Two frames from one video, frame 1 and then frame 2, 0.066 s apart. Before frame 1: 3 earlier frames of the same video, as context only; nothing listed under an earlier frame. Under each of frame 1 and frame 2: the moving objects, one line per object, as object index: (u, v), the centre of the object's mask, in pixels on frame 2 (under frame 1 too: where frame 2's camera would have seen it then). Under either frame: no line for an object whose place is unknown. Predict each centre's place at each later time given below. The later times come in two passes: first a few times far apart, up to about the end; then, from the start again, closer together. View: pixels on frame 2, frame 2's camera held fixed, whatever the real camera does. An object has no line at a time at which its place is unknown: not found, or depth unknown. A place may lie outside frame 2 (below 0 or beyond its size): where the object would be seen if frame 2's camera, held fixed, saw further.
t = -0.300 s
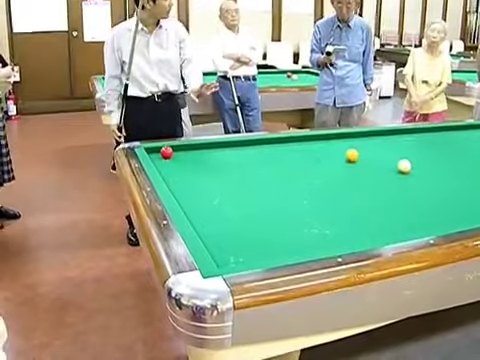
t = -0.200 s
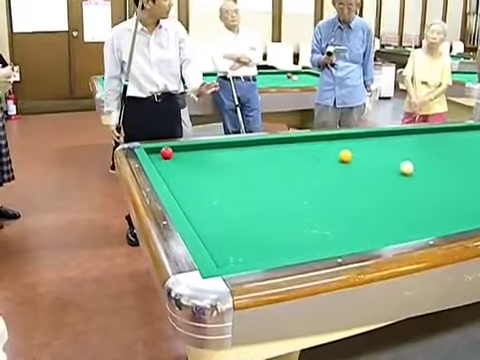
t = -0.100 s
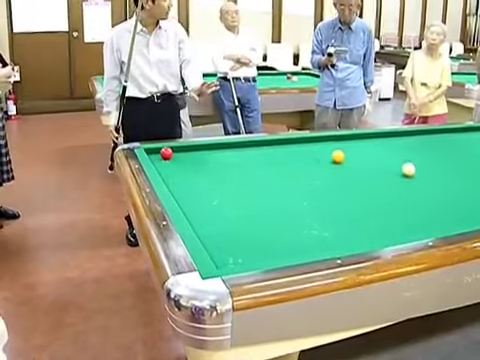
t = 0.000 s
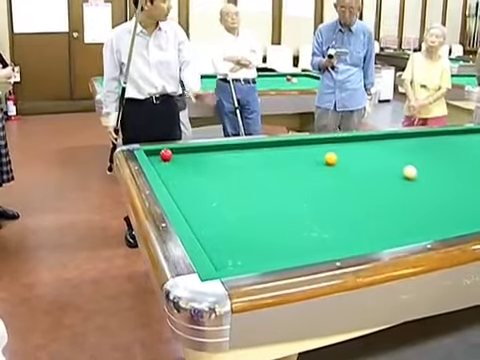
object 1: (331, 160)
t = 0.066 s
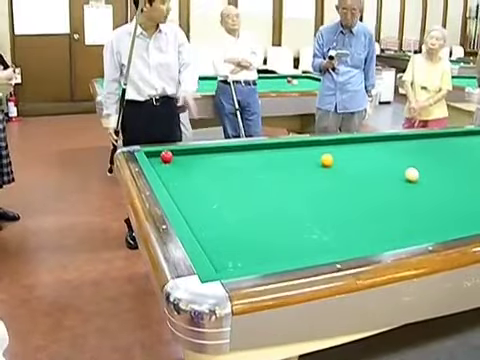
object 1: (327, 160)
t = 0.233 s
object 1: (316, 160)
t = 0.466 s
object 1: (302, 159)
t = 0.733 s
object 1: (286, 159)
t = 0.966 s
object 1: (274, 159)
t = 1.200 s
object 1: (261, 158)
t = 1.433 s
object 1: (250, 158)
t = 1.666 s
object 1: (240, 158)
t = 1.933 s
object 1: (229, 157)
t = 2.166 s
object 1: (220, 157)
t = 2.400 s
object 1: (212, 156)
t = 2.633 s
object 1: (205, 156)
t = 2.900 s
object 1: (198, 156)
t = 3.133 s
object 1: (192, 155)
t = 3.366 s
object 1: (187, 155)
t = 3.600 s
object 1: (183, 155)
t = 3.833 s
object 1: (179, 154)
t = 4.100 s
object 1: (177, 154)
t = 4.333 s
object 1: (175, 154)
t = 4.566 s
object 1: (175, 153)
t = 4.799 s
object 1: (175, 153)
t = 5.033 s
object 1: (175, 153)
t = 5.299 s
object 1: (175, 153)
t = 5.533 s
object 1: (175, 154)
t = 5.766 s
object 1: (175, 154)
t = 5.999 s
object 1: (175, 155)
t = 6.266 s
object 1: (176, 155)
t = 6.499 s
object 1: (176, 155)
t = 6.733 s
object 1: (176, 155)
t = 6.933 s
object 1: (176, 154)
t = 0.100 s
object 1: (325, 160)
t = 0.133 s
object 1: (322, 160)
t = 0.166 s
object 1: (320, 160)
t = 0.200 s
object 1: (318, 160)
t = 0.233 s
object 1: (316, 160)
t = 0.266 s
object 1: (314, 160)
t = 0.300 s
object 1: (312, 160)
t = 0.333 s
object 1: (310, 160)
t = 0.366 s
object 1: (308, 160)
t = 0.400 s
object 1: (306, 160)
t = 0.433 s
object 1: (304, 159)
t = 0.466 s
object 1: (302, 159)
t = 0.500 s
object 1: (300, 159)
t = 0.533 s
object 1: (298, 159)
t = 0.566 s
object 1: (296, 160)
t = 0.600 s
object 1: (294, 159)
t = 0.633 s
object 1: (292, 160)
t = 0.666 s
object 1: (290, 159)
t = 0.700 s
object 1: (288, 159)
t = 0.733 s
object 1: (286, 159)
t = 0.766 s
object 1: (285, 159)
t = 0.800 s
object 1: (283, 159)
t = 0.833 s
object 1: (281, 159)
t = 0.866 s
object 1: (279, 158)
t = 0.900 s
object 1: (277, 159)
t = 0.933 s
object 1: (276, 159)
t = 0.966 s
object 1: (274, 159)
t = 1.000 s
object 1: (272, 158)
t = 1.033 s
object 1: (271, 159)
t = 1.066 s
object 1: (269, 159)
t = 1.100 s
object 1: (267, 159)
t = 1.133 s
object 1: (265, 159)
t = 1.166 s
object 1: (264, 158)
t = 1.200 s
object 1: (261, 158)
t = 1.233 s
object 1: (261, 159)
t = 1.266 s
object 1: (258, 158)
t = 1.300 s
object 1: (258, 158)
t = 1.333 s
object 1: (256, 158)
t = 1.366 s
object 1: (254, 158)
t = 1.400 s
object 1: (253, 158)
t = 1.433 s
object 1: (250, 158)
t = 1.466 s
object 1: (249, 158)
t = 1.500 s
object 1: (248, 158)
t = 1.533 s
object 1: (246, 158)
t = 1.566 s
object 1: (245, 158)
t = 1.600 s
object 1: (243, 158)
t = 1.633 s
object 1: (242, 157)
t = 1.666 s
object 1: (240, 158)
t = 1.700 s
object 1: (238, 157)
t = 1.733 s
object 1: (237, 157)
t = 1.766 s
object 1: (236, 157)
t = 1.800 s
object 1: (235, 157)
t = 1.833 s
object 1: (233, 157)
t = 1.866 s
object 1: (232, 157)
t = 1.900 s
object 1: (230, 157)
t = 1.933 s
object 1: (229, 157)
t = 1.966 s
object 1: (227, 157)
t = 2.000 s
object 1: (226, 157)
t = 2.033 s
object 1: (225, 157)
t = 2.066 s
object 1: (224, 157)
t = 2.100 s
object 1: (223, 157)
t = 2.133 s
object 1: (221, 157)
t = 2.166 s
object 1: (220, 157)
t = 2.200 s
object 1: (219, 157)
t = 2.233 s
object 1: (218, 157)
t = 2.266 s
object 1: (217, 156)
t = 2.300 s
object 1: (215, 156)
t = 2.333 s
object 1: (214, 156)
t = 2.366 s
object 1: (213, 156)
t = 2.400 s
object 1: (212, 156)
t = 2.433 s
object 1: (211, 156)
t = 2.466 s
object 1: (210, 156)
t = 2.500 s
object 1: (209, 156)
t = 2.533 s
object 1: (208, 156)
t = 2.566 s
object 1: (207, 156)
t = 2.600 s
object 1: (206, 156)
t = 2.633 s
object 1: (205, 156)
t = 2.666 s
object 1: (203, 156)
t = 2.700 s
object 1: (203, 156)
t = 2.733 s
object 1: (202, 156)
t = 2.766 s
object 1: (201, 156)
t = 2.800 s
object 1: (200, 156)
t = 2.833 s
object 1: (199, 156)
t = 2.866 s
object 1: (198, 156)
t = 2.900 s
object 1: (198, 156)
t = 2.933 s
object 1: (197, 156)
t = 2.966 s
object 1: (196, 156)
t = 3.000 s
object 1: (195, 156)
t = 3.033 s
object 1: (194, 156)
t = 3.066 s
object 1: (193, 156)
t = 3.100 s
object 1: (193, 156)
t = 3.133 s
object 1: (192, 155)
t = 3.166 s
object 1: (191, 155)
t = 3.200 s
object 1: (190, 155)
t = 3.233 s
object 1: (190, 155)
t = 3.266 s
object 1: (189, 155)
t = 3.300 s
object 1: (189, 155)
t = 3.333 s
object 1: (188, 155)
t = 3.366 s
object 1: (187, 155)
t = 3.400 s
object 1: (186, 155)
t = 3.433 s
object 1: (186, 155)
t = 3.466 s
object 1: (185, 154)
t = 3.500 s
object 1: (184, 155)
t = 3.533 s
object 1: (184, 155)
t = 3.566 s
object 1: (183, 155)
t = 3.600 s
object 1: (183, 155)
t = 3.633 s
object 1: (182, 154)
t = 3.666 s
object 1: (182, 154)
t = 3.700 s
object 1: (181, 154)
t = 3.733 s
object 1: (181, 154)
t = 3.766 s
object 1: (180, 154)
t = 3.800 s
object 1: (180, 154)
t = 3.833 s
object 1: (179, 154)
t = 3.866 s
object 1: (179, 154)
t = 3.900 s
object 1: (179, 154)
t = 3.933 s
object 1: (178, 154)
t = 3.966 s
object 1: (178, 154)
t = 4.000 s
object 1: (177, 154)
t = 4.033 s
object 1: (177, 154)
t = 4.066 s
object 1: (177, 154)
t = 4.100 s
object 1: (177, 154)
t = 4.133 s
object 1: (176, 154)
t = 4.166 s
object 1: (176, 154)
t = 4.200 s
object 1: (176, 154)
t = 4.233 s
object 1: (175, 154)
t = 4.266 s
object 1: (175, 154)
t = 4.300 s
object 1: (175, 154)
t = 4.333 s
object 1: (175, 154)
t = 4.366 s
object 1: (175, 154)
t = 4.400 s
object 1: (175, 154)
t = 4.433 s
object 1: (175, 154)
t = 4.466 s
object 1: (175, 153)
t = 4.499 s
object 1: (174, 153)
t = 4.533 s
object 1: (175, 154)
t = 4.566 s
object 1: (175, 153)
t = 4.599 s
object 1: (175, 153)
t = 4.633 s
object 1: (175, 153)
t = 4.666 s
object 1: (175, 153)
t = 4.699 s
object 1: (175, 153)
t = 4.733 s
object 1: (174, 153)
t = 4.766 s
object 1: (175, 153)
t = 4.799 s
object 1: (175, 153)
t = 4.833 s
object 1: (175, 153)
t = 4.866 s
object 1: (175, 153)
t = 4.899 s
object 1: (175, 153)
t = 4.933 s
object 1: (175, 153)
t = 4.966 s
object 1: (174, 153)
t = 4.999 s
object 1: (175, 153)
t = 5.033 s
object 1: (175, 153)
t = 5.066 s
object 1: (175, 153)
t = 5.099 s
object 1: (175, 153)
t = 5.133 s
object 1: (175, 153)
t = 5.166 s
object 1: (175, 153)
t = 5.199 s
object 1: (175, 154)
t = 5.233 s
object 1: (175, 153)
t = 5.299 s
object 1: (175, 153)
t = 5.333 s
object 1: (175, 153)
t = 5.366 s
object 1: (175, 154)
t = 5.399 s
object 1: (175, 154)
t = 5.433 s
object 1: (175, 154)
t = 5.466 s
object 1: (175, 154)
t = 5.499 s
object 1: (175, 154)
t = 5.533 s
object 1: (175, 154)
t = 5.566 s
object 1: (175, 154)
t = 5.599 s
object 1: (175, 154)
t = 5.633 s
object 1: (175, 154)
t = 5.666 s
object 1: (175, 154)
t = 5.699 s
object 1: (175, 154)
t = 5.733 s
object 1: (175, 155)
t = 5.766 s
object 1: (175, 154)
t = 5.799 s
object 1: (176, 155)
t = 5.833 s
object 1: (176, 155)
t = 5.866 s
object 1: (175, 155)
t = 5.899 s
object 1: (176, 154)
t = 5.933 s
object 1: (176, 155)
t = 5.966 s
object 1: (176, 154)
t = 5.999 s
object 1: (175, 155)
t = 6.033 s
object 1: (176, 155)
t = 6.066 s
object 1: (176, 155)
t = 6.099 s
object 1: (176, 155)
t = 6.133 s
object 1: (176, 155)
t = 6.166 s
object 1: (176, 155)
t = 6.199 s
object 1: (176, 155)
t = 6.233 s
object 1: (176, 155)
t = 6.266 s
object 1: (176, 155)
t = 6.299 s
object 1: (176, 155)
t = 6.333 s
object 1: (176, 155)
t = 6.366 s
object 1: (176, 155)
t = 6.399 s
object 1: (176, 155)
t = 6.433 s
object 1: (176, 155)
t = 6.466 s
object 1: (176, 155)
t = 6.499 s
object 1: (176, 155)
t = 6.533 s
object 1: (176, 154)
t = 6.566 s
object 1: (176, 155)
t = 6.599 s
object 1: (176, 155)
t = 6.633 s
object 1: (176, 155)
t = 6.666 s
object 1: (176, 155)
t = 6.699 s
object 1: (176, 154)
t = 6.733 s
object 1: (176, 155)
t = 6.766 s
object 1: (176, 155)
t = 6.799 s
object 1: (176, 155)
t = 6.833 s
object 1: (176, 154)
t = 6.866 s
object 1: (176, 154)
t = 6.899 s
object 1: (176, 154)
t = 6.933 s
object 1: (176, 154)
